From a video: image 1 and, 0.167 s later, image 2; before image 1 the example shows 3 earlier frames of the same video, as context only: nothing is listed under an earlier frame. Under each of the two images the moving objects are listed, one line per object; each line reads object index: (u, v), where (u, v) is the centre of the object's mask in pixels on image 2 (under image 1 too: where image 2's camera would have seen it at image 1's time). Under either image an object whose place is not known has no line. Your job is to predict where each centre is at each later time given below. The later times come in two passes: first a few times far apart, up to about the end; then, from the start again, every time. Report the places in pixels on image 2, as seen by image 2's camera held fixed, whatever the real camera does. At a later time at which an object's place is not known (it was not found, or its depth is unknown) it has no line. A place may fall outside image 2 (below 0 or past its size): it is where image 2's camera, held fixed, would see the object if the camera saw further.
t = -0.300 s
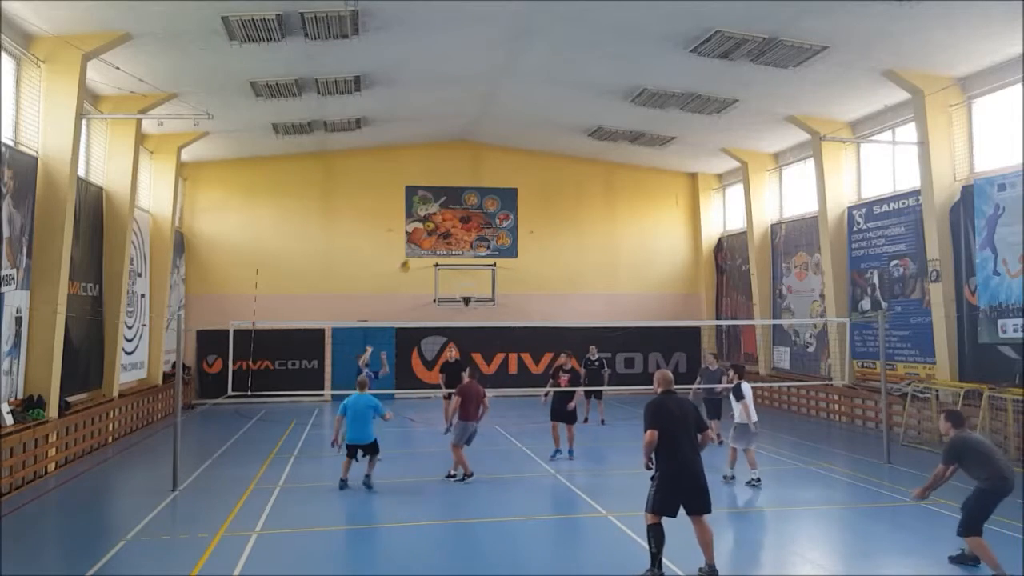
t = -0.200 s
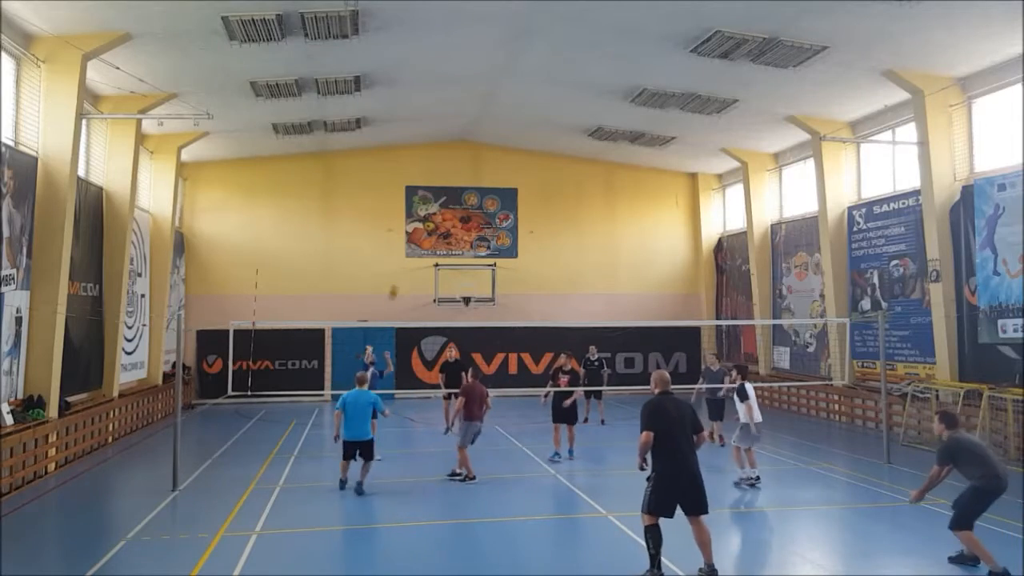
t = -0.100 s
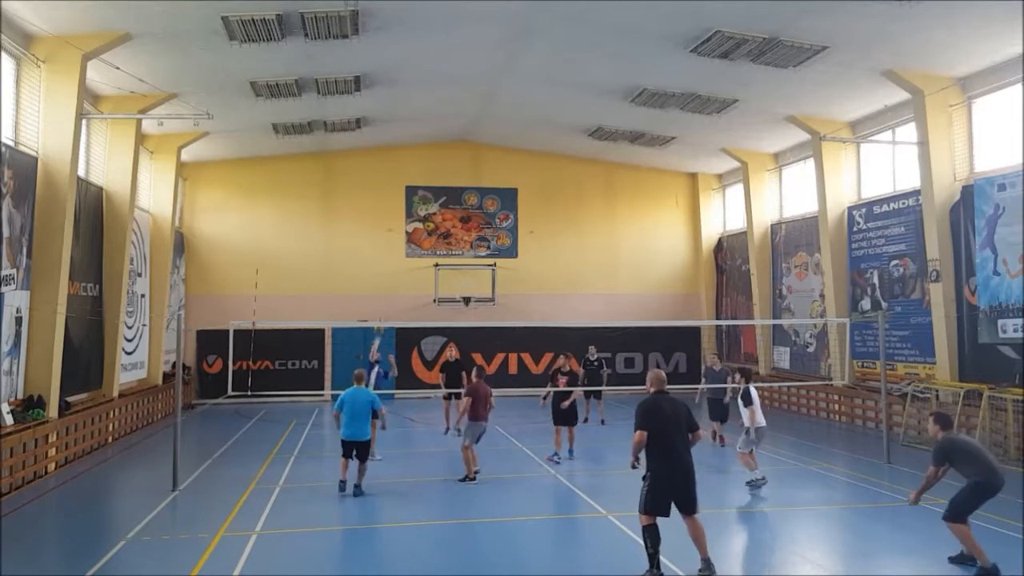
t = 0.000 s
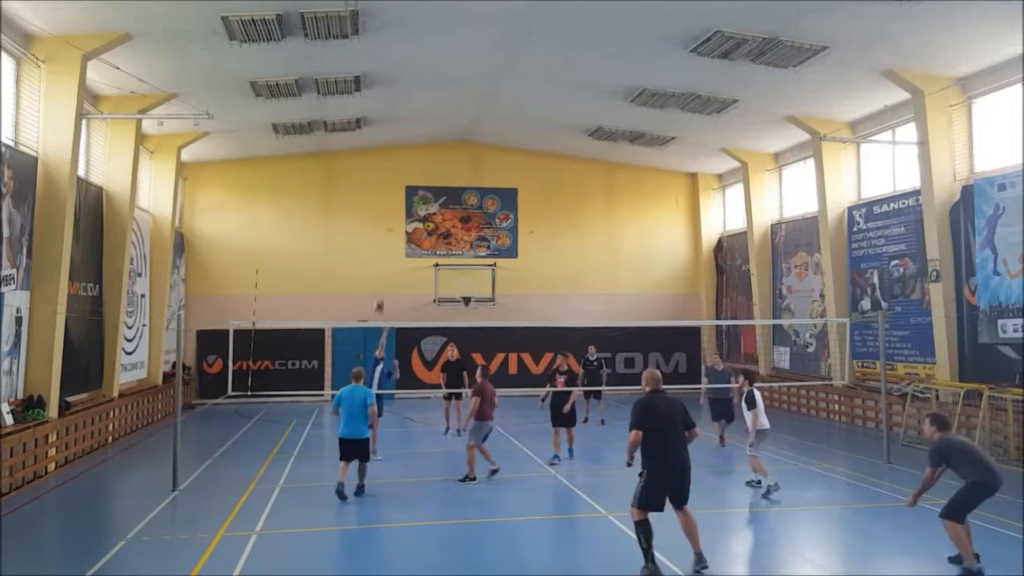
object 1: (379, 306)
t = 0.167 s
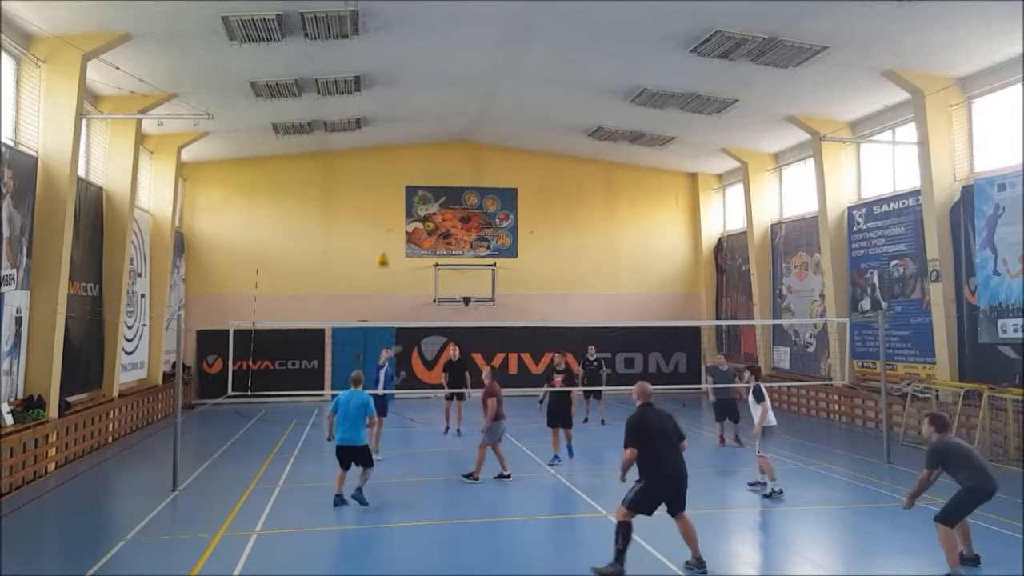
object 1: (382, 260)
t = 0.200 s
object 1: (383, 252)
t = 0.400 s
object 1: (384, 219)
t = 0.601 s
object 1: (385, 213)
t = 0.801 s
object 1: (384, 239)
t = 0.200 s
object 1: (383, 252)
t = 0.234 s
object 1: (383, 245)
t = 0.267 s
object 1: (383, 239)
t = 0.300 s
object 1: (383, 234)
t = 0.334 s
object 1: (384, 228)
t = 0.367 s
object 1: (384, 224)
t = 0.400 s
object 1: (384, 219)
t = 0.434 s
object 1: (384, 216)
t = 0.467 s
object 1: (384, 214)
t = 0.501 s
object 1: (384, 212)
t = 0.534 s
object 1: (384, 212)
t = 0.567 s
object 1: (384, 212)
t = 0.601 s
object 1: (385, 213)
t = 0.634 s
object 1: (384, 215)
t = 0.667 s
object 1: (384, 218)
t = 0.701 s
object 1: (384, 221)
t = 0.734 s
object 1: (384, 226)
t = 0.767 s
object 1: (383, 233)
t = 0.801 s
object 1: (384, 239)
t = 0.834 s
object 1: (383, 247)
